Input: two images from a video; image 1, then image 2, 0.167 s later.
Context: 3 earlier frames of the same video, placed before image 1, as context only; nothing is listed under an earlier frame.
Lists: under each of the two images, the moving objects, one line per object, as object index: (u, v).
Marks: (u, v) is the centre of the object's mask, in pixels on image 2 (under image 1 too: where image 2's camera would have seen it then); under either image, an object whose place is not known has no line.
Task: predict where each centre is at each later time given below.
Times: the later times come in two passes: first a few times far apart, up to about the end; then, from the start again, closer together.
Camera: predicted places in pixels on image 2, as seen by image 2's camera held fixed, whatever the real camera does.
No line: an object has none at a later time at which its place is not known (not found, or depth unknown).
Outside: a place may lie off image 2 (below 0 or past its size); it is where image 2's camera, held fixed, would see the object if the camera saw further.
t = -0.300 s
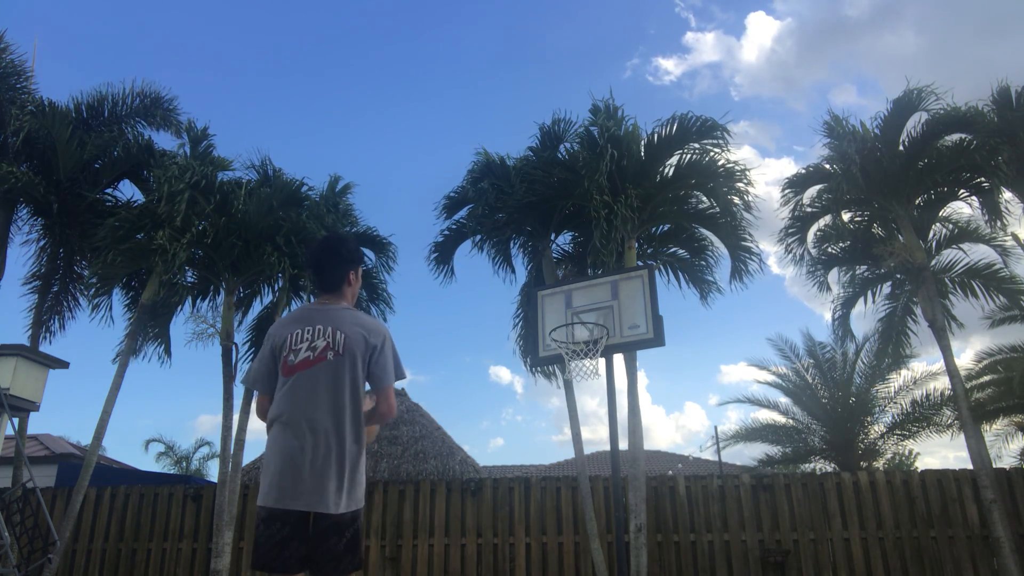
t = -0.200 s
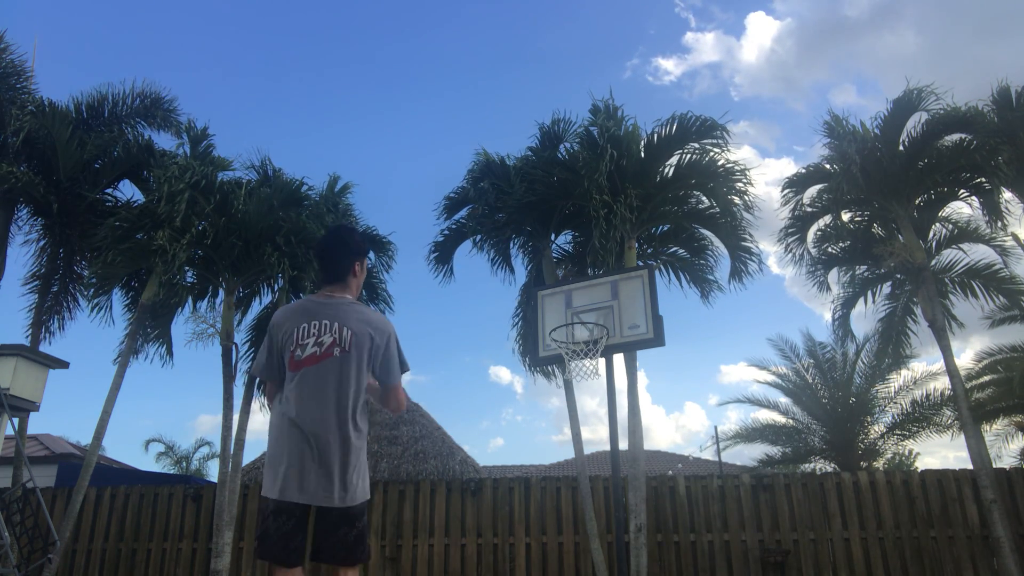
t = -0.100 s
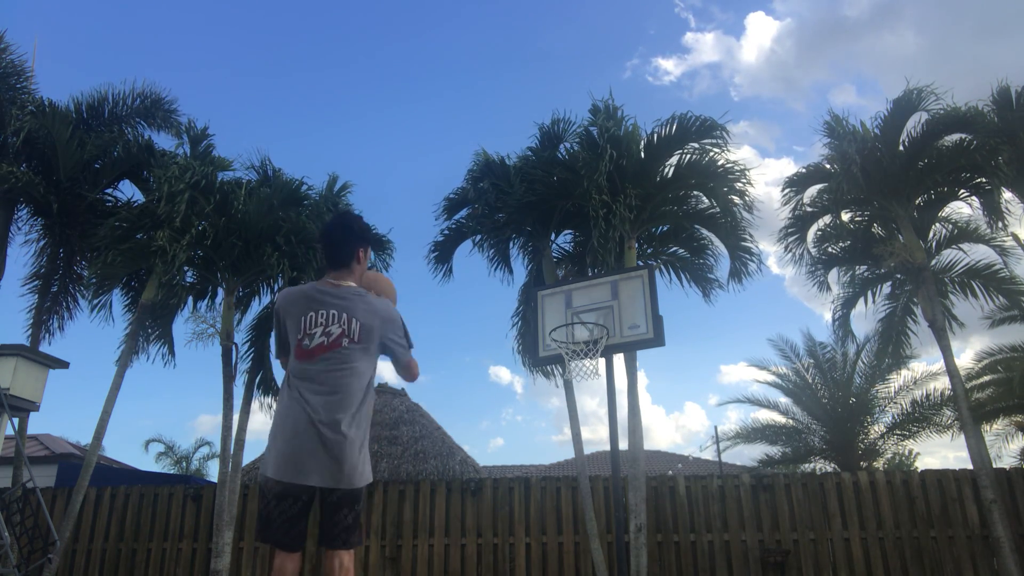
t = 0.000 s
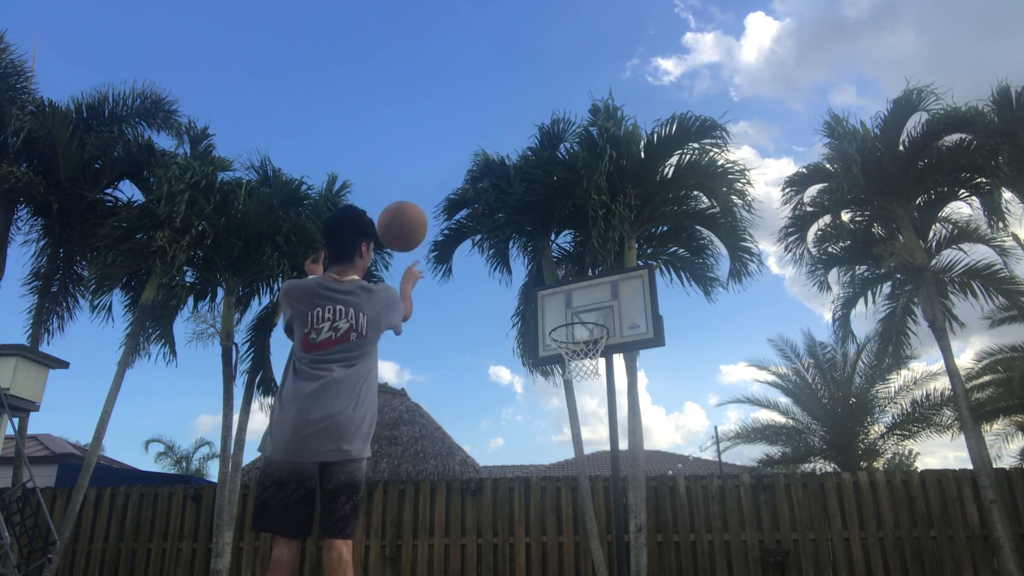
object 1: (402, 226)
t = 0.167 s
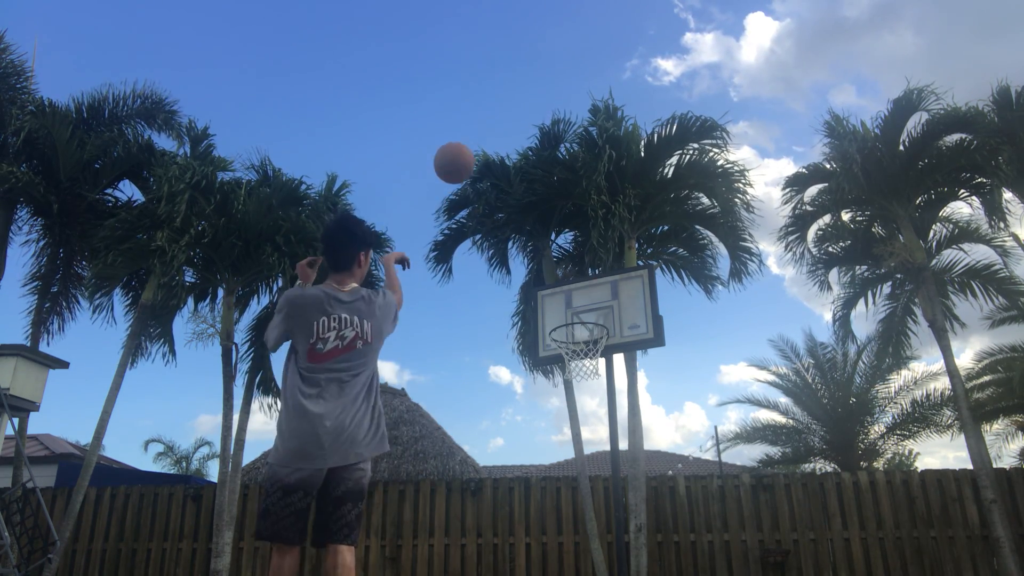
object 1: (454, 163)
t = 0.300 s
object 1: (483, 154)
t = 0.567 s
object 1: (524, 195)
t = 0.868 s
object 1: (557, 312)
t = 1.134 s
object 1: (536, 308)
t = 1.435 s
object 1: (497, 351)
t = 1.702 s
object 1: (459, 481)
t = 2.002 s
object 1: (418, 568)
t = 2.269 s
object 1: (399, 445)
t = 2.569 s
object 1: (376, 421)
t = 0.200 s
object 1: (462, 158)
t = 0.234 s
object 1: (469, 155)
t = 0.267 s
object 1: (476, 154)
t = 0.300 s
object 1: (483, 154)
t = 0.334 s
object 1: (489, 155)
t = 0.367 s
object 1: (495, 158)
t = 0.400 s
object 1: (500, 162)
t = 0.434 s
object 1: (505, 166)
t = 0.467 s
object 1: (510, 172)
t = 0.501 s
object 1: (515, 179)
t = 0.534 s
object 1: (519, 186)
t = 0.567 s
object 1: (524, 195)
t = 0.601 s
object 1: (528, 205)
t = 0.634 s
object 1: (532, 215)
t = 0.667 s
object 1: (536, 227)
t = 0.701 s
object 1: (540, 239)
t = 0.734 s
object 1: (543, 252)
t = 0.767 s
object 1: (547, 266)
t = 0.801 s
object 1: (551, 280)
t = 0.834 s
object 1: (554, 296)
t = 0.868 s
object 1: (557, 312)
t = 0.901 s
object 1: (560, 329)
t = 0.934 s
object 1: (560, 329)
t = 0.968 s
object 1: (558, 325)
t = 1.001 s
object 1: (553, 319)
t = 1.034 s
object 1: (549, 315)
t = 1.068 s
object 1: (545, 311)
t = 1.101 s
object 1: (540, 309)
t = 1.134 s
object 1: (536, 308)
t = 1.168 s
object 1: (532, 307)
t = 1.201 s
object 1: (527, 308)
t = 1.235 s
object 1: (523, 311)
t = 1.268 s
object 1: (519, 315)
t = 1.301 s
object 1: (514, 320)
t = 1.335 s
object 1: (510, 326)
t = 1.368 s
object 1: (506, 333)
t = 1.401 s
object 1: (502, 341)
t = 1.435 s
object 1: (497, 351)
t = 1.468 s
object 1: (493, 363)
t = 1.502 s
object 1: (488, 375)
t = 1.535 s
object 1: (484, 389)
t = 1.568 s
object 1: (479, 404)
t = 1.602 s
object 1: (474, 421)
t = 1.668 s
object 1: (464, 458)
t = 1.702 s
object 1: (459, 481)
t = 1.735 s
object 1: (454, 506)
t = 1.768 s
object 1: (448, 532)
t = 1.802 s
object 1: (442, 560)
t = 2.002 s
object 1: (418, 568)
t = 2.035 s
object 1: (415, 553)
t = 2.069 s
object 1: (413, 531)
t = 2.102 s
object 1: (411, 512)
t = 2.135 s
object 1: (409, 495)
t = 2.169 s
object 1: (406, 480)
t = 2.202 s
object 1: (404, 467)
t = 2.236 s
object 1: (402, 454)
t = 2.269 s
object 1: (399, 445)
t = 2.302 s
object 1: (397, 436)
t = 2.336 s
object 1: (394, 429)
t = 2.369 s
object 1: (392, 424)
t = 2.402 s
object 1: (389, 420)
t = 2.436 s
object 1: (387, 418)
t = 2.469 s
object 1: (384, 417)
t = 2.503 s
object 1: (381, 417)
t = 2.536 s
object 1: (379, 418)
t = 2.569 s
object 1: (376, 421)
